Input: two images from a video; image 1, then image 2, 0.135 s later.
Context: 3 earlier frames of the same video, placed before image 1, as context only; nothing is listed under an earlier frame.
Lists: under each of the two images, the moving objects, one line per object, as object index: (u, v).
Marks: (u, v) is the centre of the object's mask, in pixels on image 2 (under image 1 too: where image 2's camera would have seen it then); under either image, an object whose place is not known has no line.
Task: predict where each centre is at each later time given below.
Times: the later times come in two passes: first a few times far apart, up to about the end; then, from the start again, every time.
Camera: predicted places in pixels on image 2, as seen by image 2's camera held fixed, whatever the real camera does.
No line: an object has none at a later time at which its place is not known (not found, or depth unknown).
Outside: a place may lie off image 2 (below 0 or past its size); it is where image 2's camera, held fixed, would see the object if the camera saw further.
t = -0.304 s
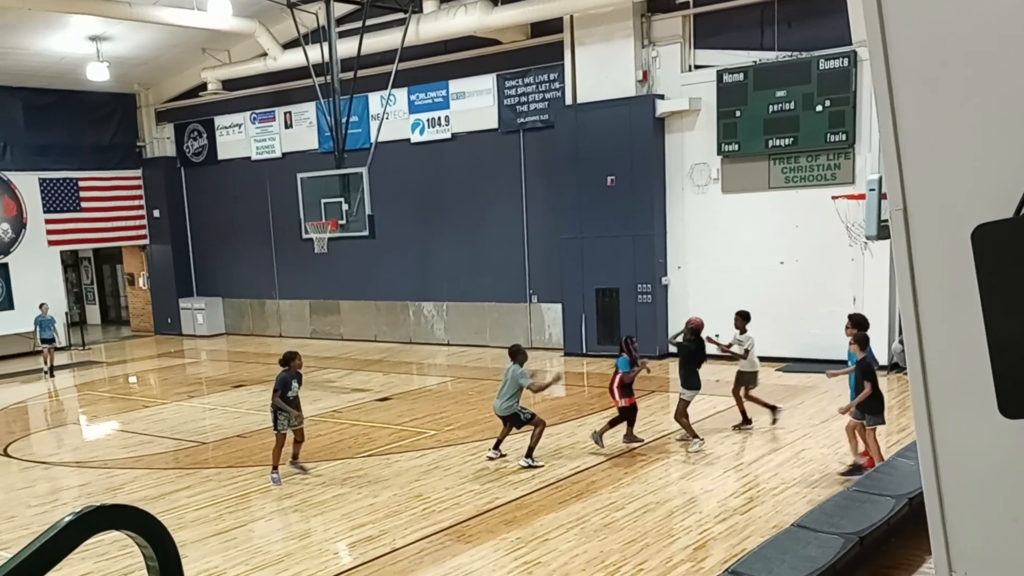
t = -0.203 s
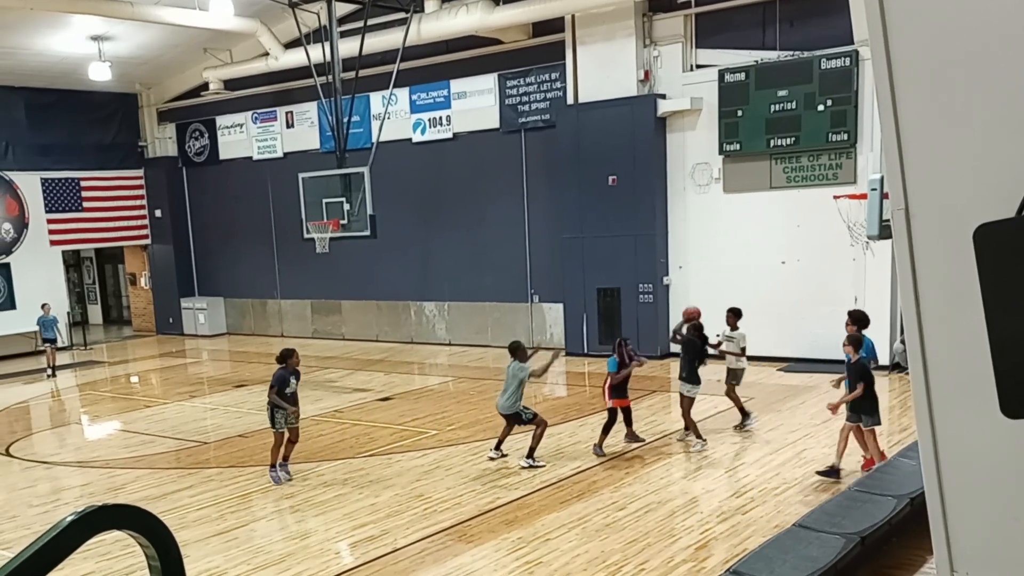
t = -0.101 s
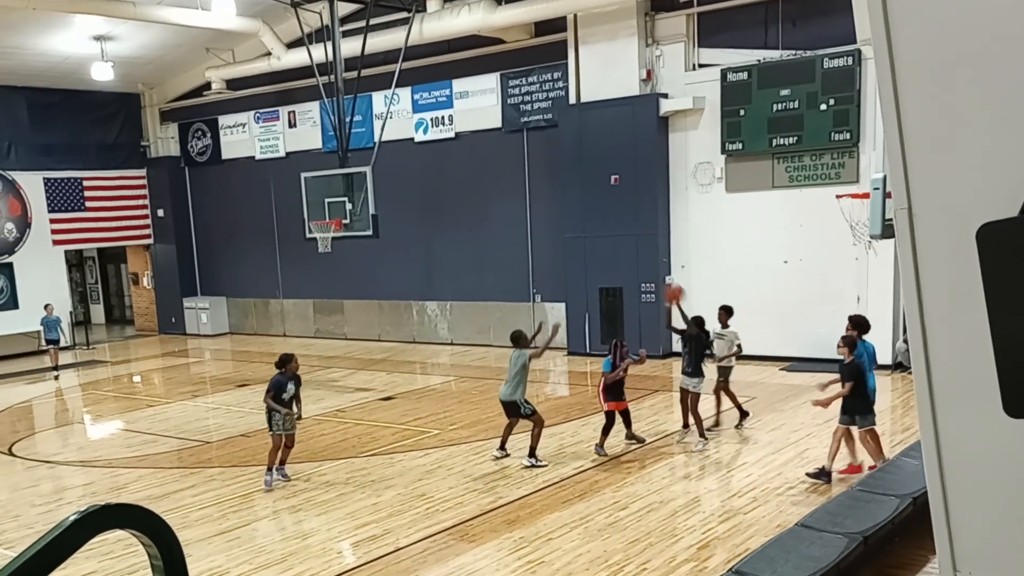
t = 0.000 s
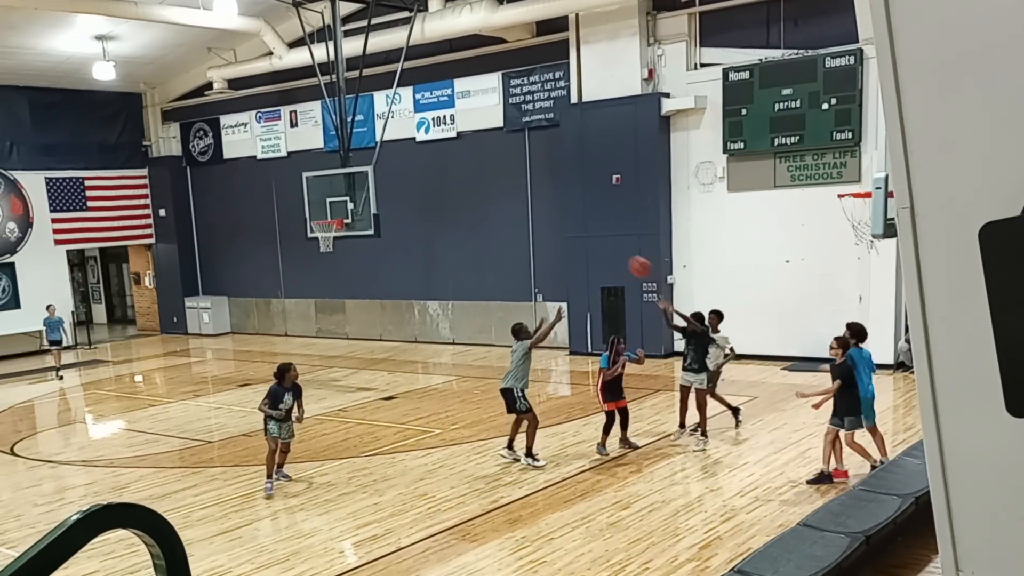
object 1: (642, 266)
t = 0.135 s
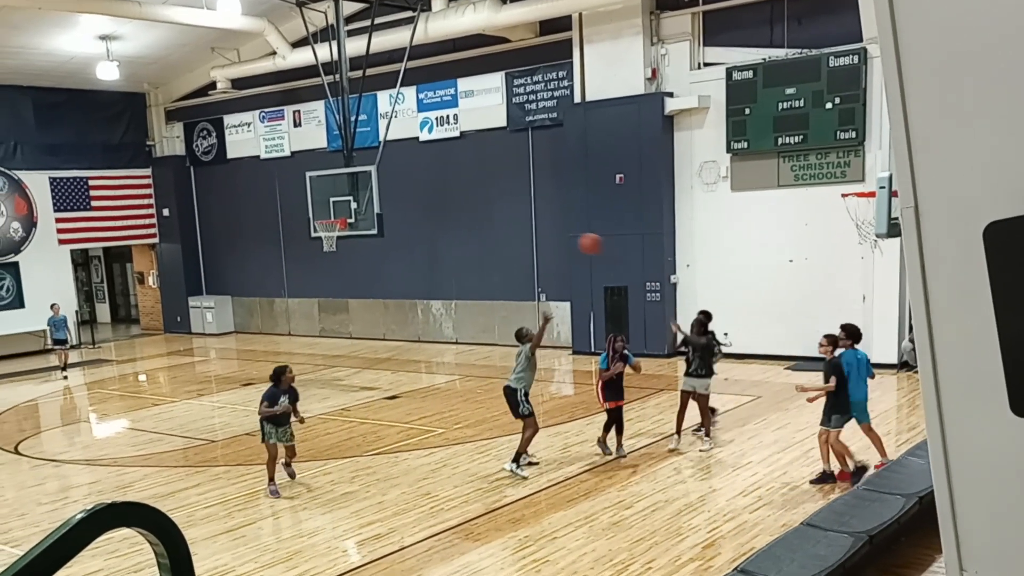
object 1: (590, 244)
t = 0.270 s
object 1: (534, 234)
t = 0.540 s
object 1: (412, 268)
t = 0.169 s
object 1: (576, 240)
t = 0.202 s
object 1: (562, 237)
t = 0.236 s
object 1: (549, 235)
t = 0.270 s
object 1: (534, 234)
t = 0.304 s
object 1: (520, 235)
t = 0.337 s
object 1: (504, 236)
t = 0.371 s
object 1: (490, 239)
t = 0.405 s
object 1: (474, 242)
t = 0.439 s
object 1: (459, 247)
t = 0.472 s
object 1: (444, 253)
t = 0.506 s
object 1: (428, 260)
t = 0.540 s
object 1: (412, 268)
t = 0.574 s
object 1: (396, 278)
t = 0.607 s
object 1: (380, 288)
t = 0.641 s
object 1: (365, 300)
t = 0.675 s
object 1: (348, 315)
